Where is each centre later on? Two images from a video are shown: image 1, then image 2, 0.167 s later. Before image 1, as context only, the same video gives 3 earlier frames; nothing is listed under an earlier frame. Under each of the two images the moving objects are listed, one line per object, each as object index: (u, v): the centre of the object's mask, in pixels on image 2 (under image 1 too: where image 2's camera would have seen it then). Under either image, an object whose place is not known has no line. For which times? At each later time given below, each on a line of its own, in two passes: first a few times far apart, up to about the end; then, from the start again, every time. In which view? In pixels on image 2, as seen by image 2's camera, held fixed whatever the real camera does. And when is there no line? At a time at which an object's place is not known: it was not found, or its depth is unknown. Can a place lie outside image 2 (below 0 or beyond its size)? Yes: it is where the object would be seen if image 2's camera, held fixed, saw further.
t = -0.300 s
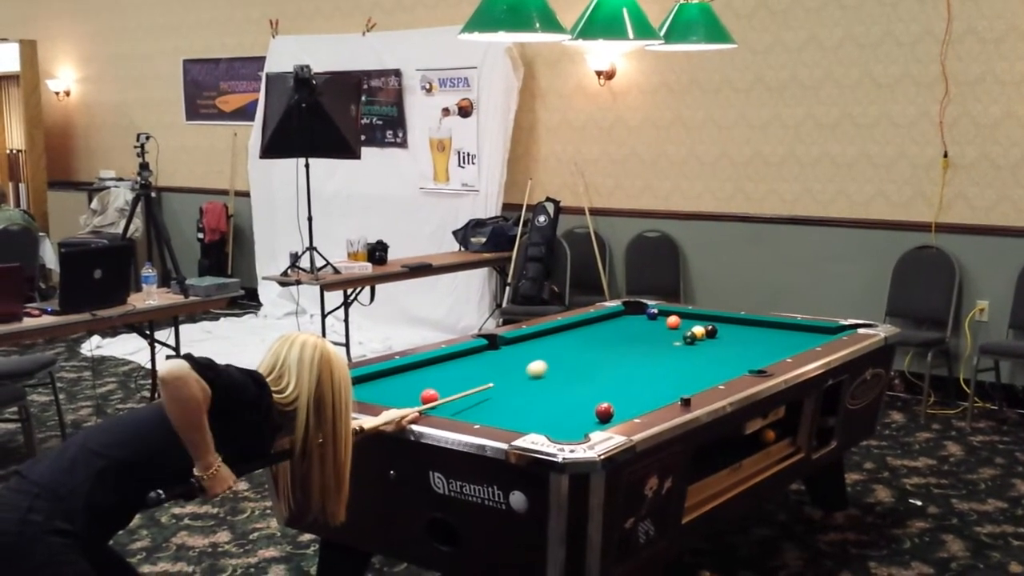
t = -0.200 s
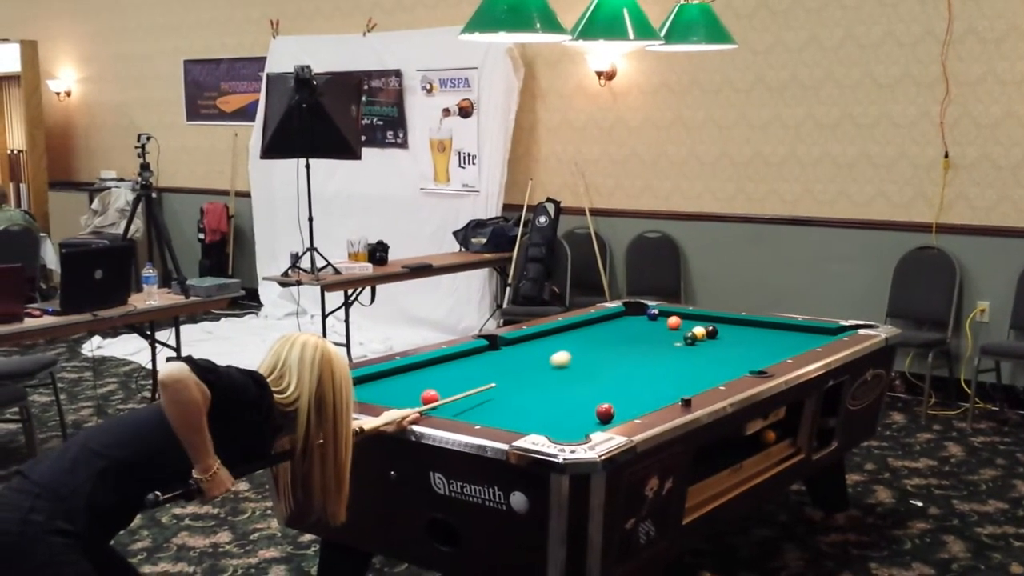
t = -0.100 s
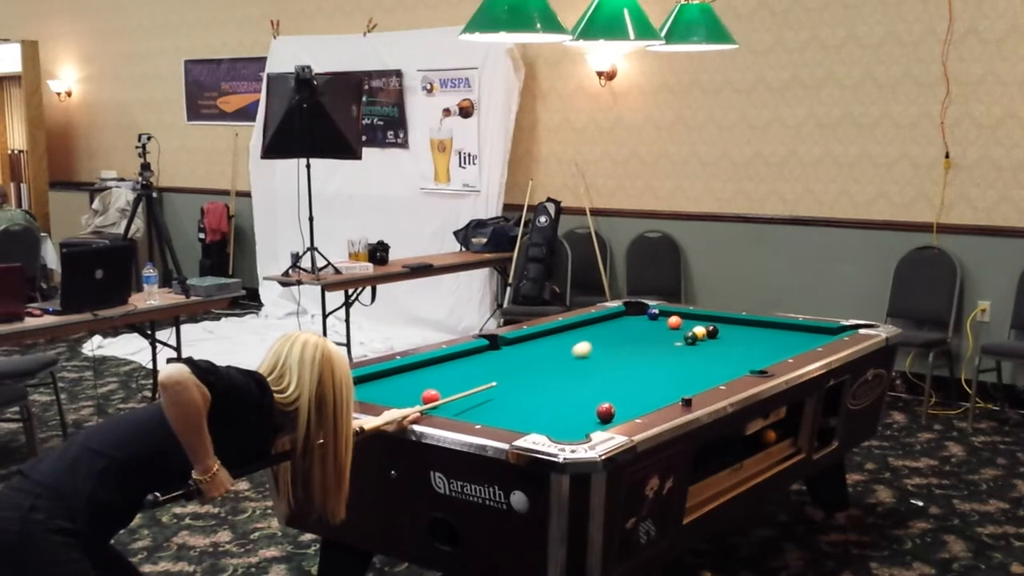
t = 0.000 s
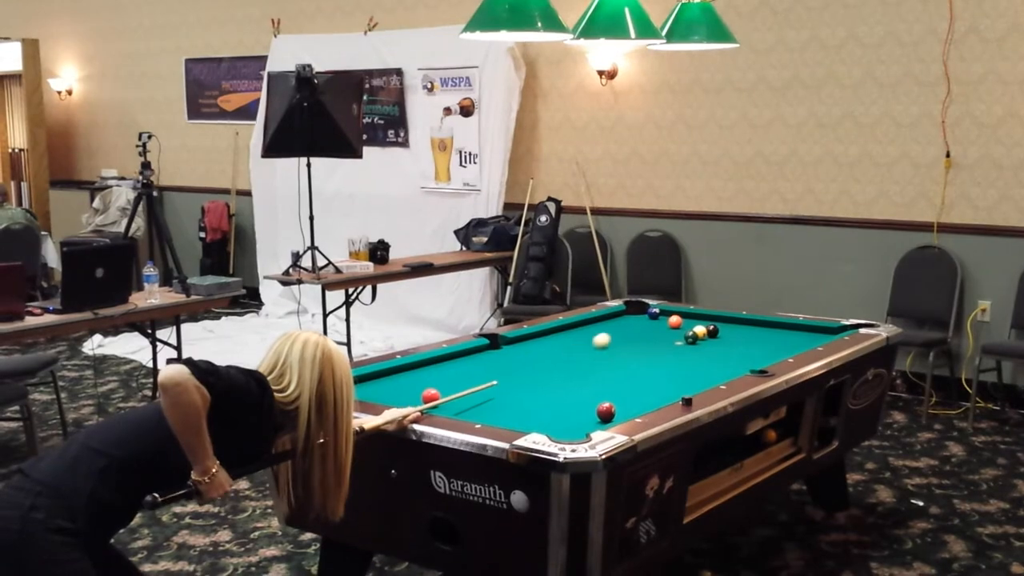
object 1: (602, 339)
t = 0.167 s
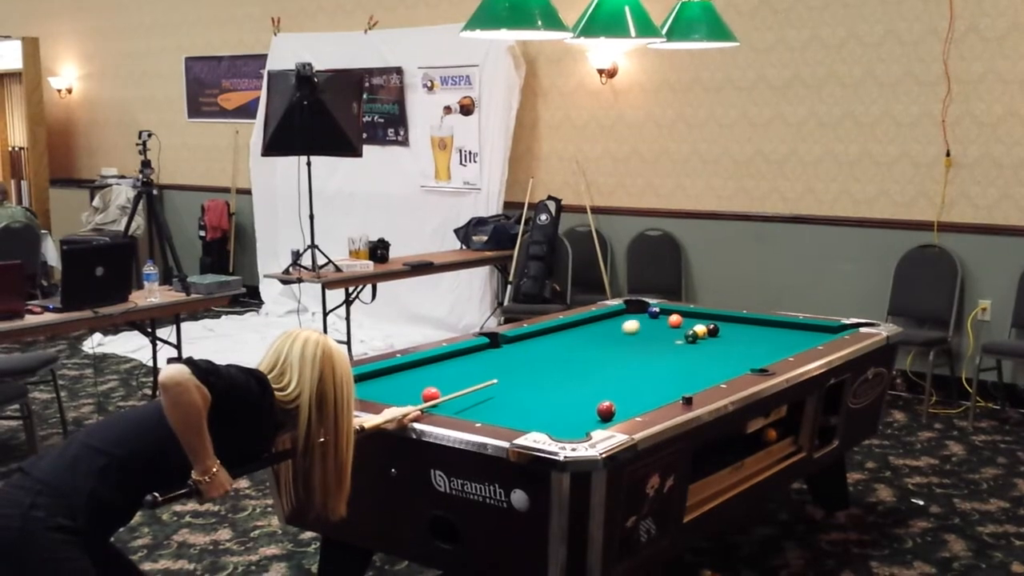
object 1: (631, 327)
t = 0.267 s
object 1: (646, 320)
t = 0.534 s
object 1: (672, 313)
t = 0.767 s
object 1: (662, 319)
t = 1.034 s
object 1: (645, 321)
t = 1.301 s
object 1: (629, 324)
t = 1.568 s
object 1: (614, 326)
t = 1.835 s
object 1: (599, 328)
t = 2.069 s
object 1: (587, 329)
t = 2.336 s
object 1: (575, 331)
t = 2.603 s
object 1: (564, 333)
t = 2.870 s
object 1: (554, 334)
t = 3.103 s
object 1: (547, 335)
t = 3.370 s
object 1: (540, 336)
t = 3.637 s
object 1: (534, 337)
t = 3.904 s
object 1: (530, 337)
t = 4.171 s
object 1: (528, 338)
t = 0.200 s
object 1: (636, 324)
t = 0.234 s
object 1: (642, 322)
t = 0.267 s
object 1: (646, 320)
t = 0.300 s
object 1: (651, 317)
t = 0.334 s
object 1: (656, 315)
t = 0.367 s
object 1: (661, 313)
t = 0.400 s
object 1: (669, 311)
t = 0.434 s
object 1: (676, 311)
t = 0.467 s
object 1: (675, 311)
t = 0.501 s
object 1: (674, 312)
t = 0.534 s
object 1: (672, 313)
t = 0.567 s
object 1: (671, 314)
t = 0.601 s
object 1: (669, 315)
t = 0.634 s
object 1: (668, 316)
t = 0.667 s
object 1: (667, 317)
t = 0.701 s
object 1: (665, 317)
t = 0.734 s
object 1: (664, 318)
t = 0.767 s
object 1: (662, 319)
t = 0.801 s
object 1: (660, 319)
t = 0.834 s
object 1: (658, 320)
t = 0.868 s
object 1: (656, 320)
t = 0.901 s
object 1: (654, 320)
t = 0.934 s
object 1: (652, 320)
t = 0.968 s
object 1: (649, 321)
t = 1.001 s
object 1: (647, 321)
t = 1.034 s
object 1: (645, 321)
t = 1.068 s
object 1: (643, 321)
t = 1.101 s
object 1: (641, 322)
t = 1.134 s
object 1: (639, 322)
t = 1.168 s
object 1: (637, 323)
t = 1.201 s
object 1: (635, 323)
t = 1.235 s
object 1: (633, 323)
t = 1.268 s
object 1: (631, 323)
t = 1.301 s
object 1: (629, 324)
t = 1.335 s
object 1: (627, 324)
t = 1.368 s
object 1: (625, 324)
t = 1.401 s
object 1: (623, 324)
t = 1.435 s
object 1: (621, 325)
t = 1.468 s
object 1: (619, 325)
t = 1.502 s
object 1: (617, 325)
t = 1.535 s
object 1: (616, 326)
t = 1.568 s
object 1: (614, 326)
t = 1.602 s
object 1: (612, 326)
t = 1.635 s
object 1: (610, 326)
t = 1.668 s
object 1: (608, 327)
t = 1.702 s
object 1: (606, 327)
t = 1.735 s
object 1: (605, 327)
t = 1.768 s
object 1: (603, 327)
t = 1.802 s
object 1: (601, 327)
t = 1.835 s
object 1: (599, 328)
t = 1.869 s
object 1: (597, 328)
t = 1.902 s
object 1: (595, 328)
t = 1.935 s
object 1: (594, 328)
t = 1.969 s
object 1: (592, 329)
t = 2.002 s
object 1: (590, 329)
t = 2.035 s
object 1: (589, 329)
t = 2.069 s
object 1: (587, 329)
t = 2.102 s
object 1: (585, 330)
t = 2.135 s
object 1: (584, 330)
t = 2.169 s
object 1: (582, 330)
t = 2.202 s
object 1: (581, 330)
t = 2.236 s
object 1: (579, 331)
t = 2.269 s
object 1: (578, 331)
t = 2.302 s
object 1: (577, 331)
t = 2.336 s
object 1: (575, 331)
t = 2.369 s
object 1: (574, 331)
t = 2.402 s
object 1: (572, 332)
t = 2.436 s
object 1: (570, 332)
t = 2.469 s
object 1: (569, 332)
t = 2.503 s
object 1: (568, 332)
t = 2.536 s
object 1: (566, 332)
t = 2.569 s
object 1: (565, 332)
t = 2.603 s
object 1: (564, 333)
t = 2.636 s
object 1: (563, 333)
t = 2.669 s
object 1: (561, 333)
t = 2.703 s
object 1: (560, 333)
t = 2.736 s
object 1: (559, 333)
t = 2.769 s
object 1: (557, 333)
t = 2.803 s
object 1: (556, 334)
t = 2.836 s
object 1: (555, 334)
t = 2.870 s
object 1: (554, 334)
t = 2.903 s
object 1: (553, 334)
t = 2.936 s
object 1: (552, 334)
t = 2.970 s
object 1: (550, 334)
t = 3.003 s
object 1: (549, 335)
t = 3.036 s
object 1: (549, 335)
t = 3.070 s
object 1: (547, 335)
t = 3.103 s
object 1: (547, 335)
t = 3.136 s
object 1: (546, 335)
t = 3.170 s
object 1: (545, 335)
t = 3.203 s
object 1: (544, 335)
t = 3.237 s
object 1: (543, 336)
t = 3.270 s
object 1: (542, 336)
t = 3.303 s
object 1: (542, 336)
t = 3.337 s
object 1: (541, 336)
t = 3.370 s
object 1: (540, 336)
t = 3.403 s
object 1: (539, 336)
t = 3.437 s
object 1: (539, 336)
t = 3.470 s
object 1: (538, 336)
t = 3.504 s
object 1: (537, 337)
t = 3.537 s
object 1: (536, 337)
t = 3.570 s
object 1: (536, 337)
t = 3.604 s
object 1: (535, 337)
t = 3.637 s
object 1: (534, 337)
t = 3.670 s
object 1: (534, 337)
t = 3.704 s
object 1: (533, 337)
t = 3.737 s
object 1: (533, 337)
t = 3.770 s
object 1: (532, 337)
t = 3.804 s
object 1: (531, 337)
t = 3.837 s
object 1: (531, 337)
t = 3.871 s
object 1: (530, 337)
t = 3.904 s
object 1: (530, 337)
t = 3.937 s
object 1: (530, 338)
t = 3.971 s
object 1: (529, 338)
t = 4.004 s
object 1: (529, 338)
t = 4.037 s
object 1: (529, 338)
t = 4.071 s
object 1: (528, 338)
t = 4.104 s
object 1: (528, 338)
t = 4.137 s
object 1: (528, 338)
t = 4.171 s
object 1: (528, 338)
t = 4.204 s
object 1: (528, 339)
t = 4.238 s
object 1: (527, 338)
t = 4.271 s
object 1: (527, 339)
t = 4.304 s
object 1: (527, 339)
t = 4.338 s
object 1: (527, 339)
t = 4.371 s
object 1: (527, 339)
